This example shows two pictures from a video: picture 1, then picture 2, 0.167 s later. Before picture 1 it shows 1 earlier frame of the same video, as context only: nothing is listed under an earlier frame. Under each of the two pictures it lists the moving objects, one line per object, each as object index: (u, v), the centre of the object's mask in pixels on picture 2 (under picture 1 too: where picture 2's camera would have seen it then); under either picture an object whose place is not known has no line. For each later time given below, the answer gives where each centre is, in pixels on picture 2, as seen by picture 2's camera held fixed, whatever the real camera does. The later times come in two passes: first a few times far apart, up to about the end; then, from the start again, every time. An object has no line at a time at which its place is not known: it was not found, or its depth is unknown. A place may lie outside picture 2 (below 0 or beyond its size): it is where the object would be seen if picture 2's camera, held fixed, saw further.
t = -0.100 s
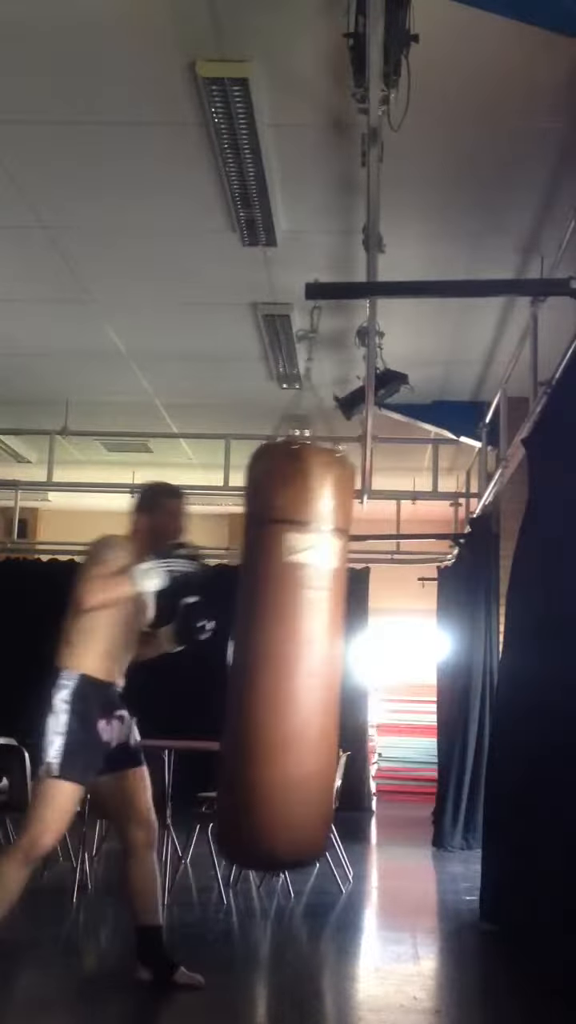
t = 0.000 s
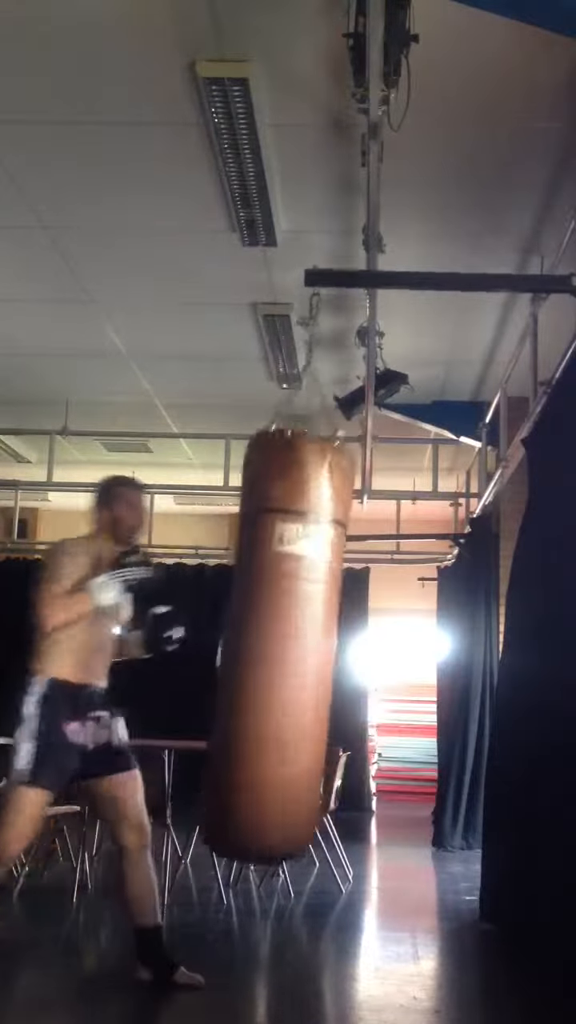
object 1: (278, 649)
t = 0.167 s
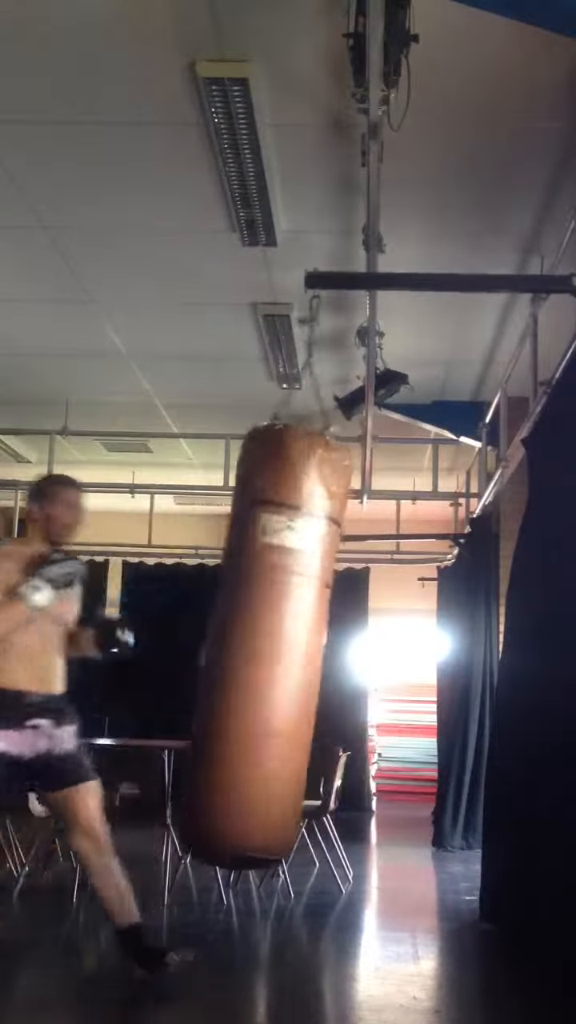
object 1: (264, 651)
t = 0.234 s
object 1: (259, 656)
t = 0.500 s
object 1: (261, 646)
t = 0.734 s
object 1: (283, 651)
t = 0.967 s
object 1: (310, 658)
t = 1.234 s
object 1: (333, 658)
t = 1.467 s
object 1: (342, 654)
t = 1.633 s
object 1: (340, 651)
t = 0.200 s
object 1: (260, 656)
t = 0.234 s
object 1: (259, 656)
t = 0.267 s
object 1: (258, 653)
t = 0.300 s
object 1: (259, 648)
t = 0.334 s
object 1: (260, 648)
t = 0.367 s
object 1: (260, 650)
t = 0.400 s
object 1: (260, 651)
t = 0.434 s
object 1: (260, 650)
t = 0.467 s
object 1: (260, 648)
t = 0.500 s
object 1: (261, 646)
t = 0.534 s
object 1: (262, 647)
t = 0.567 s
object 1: (265, 649)
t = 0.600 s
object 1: (268, 650)
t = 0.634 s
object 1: (271, 652)
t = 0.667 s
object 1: (276, 651)
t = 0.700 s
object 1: (279, 650)
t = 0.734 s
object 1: (283, 651)
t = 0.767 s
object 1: (286, 652)
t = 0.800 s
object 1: (289, 653)
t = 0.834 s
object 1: (293, 654)
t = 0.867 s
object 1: (297, 653)
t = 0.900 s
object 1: (300, 655)
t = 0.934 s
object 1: (305, 658)
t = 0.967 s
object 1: (310, 658)
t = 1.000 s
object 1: (313, 658)
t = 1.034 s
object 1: (317, 656)
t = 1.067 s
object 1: (321, 655)
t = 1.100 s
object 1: (324, 657)
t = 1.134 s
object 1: (327, 658)
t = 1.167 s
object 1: (329, 658)
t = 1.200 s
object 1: (331, 658)
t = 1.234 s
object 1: (333, 658)
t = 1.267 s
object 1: (336, 657)
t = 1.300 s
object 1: (338, 657)
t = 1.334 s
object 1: (340, 656)
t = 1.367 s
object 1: (341, 655)
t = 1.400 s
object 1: (342, 654)
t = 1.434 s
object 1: (342, 654)
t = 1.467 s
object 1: (342, 654)
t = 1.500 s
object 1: (342, 654)
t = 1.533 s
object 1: (341, 653)
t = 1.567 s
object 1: (341, 652)
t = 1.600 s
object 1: (340, 651)
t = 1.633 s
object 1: (340, 651)
